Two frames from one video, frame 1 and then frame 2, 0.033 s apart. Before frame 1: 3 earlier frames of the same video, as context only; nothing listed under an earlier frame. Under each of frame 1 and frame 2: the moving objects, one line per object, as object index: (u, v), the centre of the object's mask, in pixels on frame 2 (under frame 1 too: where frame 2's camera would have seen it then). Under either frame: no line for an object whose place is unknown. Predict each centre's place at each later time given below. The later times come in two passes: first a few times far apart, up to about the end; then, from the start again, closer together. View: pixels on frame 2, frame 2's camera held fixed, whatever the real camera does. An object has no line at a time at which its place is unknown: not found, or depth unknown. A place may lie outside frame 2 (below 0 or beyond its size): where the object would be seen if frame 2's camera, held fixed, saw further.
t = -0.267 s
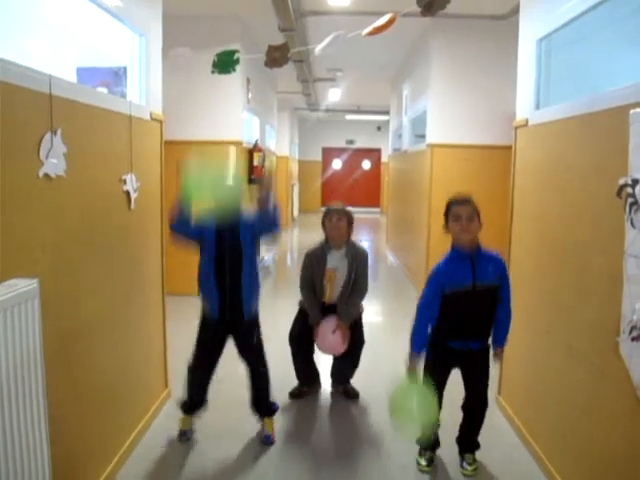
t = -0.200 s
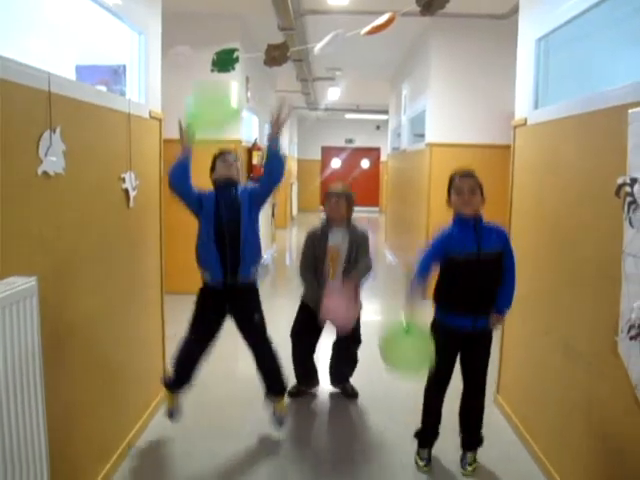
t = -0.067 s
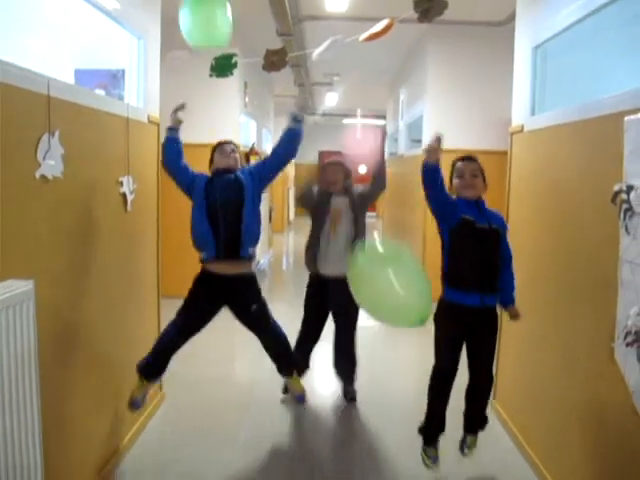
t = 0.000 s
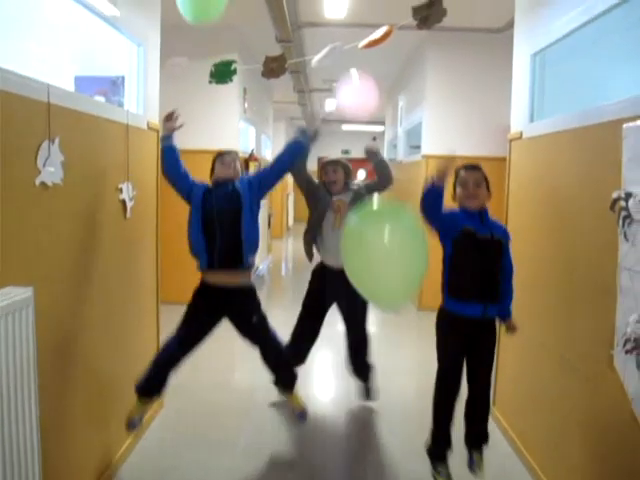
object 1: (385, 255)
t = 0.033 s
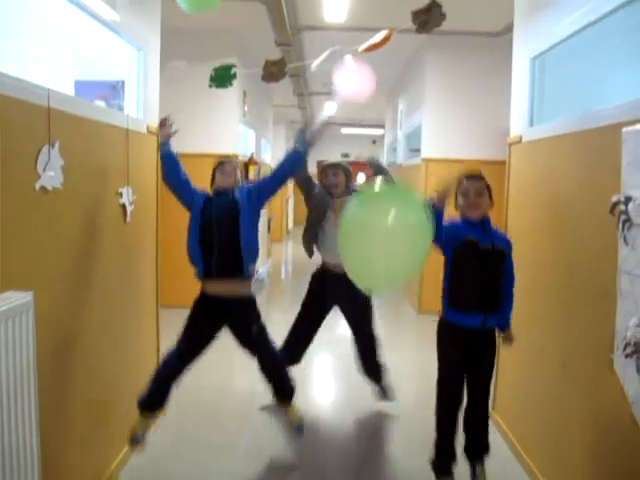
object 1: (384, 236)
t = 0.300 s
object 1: (372, 97)
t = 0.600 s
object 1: (337, 66)
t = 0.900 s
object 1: (257, 155)
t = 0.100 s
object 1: (385, 200)
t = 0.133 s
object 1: (386, 183)
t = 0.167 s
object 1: (382, 163)
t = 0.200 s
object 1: (380, 145)
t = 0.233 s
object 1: (377, 126)
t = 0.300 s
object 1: (372, 97)
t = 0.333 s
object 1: (370, 84)
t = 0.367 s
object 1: (368, 76)
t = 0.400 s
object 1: (365, 69)
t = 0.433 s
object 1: (361, 64)
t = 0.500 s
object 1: (353, 59)
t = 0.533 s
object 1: (348, 61)
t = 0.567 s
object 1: (342, 62)
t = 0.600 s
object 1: (337, 66)
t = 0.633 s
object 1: (332, 69)
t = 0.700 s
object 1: (320, 80)
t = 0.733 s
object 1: (313, 90)
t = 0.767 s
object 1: (303, 101)
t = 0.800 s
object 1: (294, 113)
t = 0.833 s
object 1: (283, 126)
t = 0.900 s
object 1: (257, 155)
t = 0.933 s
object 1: (240, 173)
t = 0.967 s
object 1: (223, 192)
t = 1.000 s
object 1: (205, 215)
